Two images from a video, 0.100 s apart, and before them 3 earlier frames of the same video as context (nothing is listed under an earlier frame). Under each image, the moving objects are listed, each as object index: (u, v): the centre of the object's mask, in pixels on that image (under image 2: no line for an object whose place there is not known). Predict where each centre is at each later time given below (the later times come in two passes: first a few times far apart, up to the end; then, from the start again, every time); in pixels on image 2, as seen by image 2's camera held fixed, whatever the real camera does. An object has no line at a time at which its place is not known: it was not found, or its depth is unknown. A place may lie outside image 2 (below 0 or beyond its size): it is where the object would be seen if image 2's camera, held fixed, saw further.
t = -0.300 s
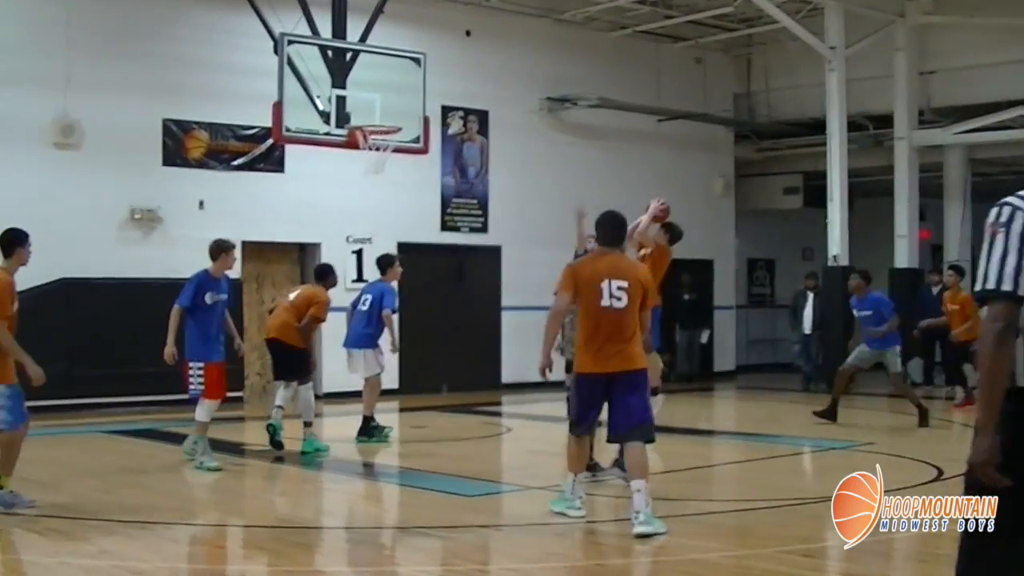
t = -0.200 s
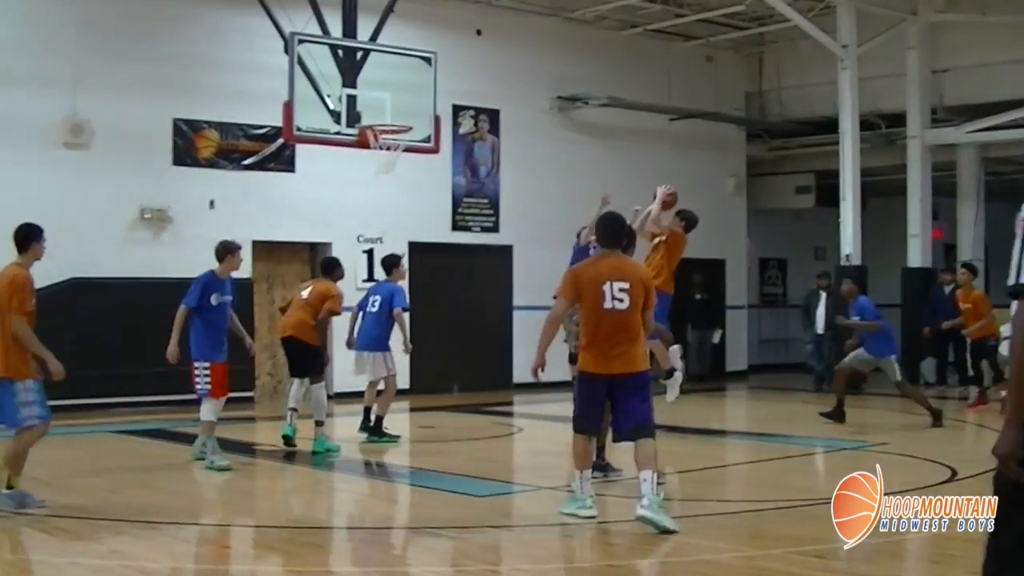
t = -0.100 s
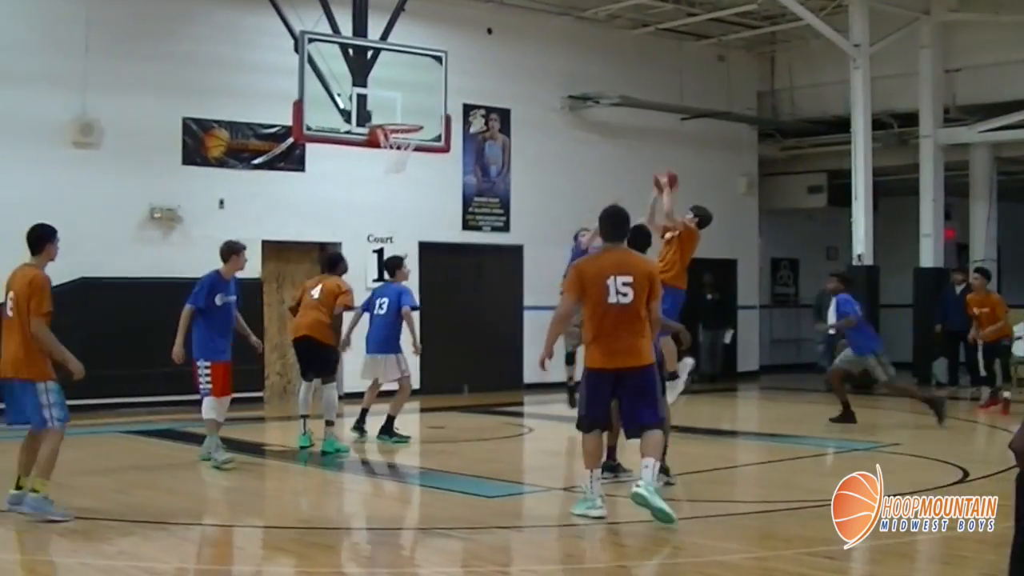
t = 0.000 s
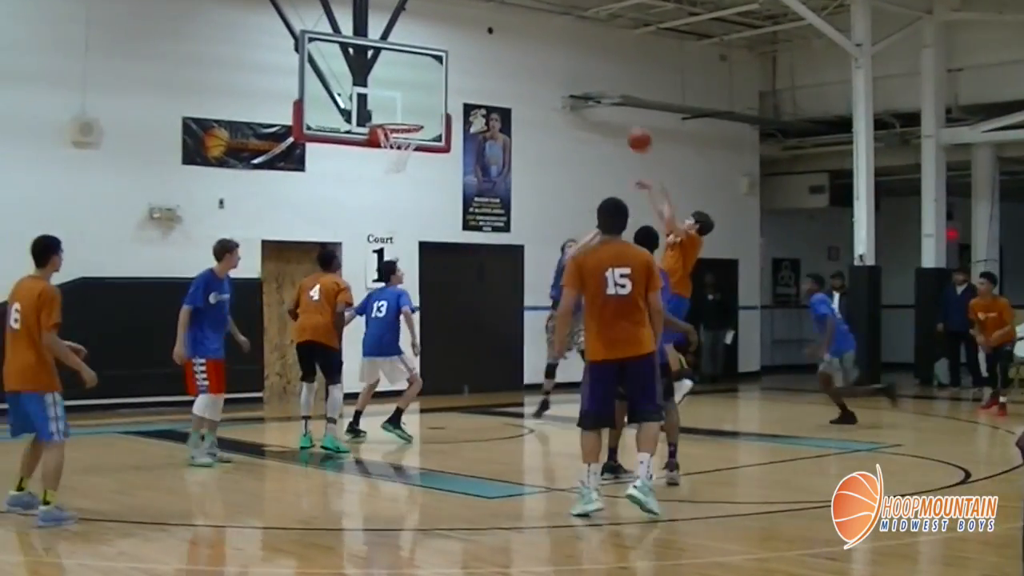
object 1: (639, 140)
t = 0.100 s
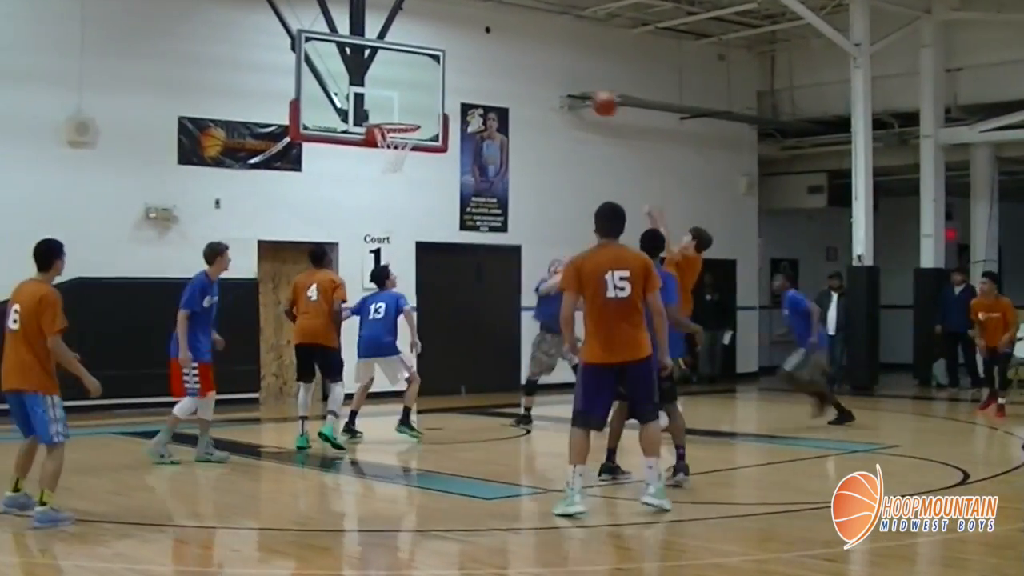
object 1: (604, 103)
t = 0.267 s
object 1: (552, 69)
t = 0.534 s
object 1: (469, 71)
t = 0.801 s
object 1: (397, 117)
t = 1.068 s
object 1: (382, 158)
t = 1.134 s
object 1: (386, 163)
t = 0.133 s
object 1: (594, 94)
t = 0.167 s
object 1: (583, 87)
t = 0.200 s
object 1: (573, 79)
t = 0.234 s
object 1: (562, 74)
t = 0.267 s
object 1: (552, 69)
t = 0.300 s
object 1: (541, 65)
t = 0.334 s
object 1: (531, 63)
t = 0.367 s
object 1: (520, 61)
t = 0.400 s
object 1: (510, 61)
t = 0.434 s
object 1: (500, 62)
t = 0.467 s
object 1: (489, 64)
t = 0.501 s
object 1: (479, 67)
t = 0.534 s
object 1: (469, 71)
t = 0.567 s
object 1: (459, 76)
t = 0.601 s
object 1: (448, 83)
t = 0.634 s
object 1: (438, 90)
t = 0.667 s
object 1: (428, 98)
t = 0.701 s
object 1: (418, 107)
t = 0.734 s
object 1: (409, 115)
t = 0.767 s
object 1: (403, 116)
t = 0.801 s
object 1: (397, 117)
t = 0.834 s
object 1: (391, 123)
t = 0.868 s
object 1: (386, 127)
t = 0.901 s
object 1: (376, 135)
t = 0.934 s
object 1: (375, 138)
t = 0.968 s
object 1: (375, 142)
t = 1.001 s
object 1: (379, 152)
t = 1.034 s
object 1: (380, 155)
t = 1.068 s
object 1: (382, 158)
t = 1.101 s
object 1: (384, 160)
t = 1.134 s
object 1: (386, 163)
